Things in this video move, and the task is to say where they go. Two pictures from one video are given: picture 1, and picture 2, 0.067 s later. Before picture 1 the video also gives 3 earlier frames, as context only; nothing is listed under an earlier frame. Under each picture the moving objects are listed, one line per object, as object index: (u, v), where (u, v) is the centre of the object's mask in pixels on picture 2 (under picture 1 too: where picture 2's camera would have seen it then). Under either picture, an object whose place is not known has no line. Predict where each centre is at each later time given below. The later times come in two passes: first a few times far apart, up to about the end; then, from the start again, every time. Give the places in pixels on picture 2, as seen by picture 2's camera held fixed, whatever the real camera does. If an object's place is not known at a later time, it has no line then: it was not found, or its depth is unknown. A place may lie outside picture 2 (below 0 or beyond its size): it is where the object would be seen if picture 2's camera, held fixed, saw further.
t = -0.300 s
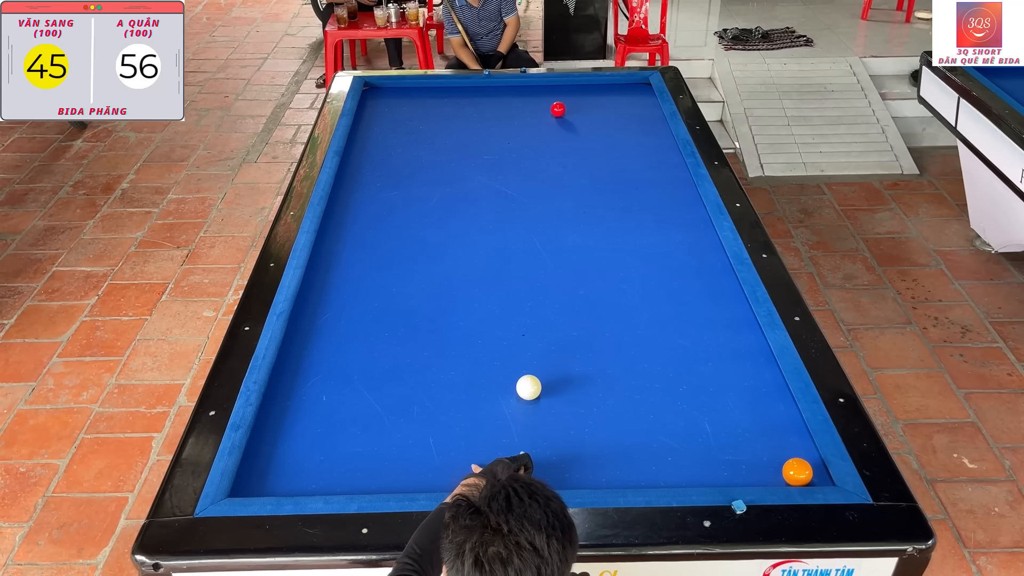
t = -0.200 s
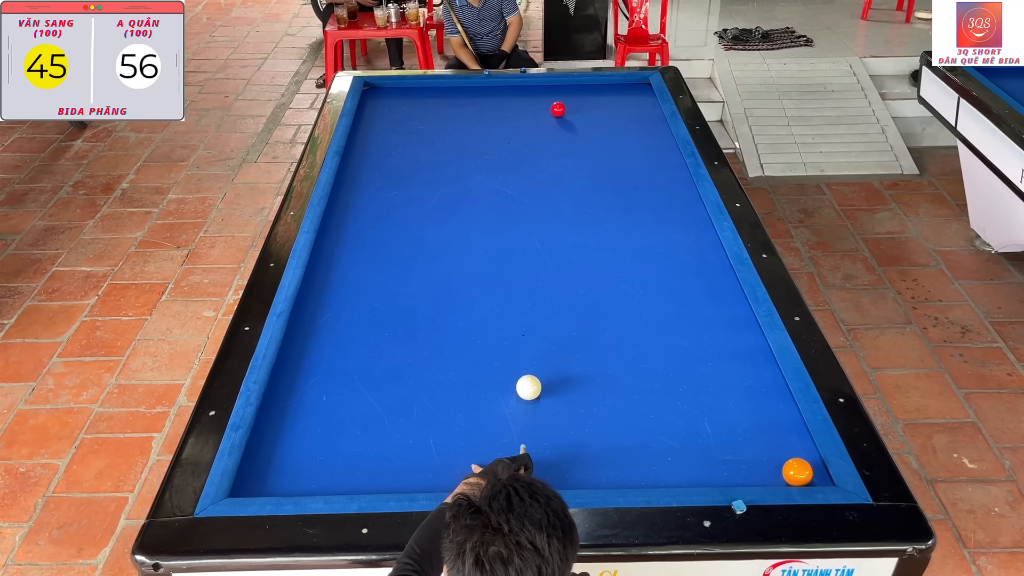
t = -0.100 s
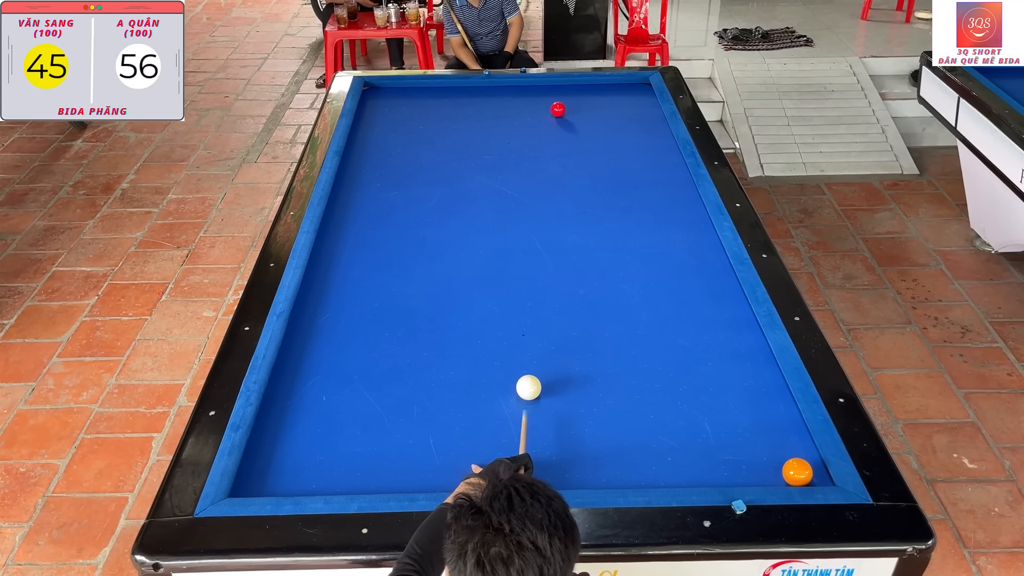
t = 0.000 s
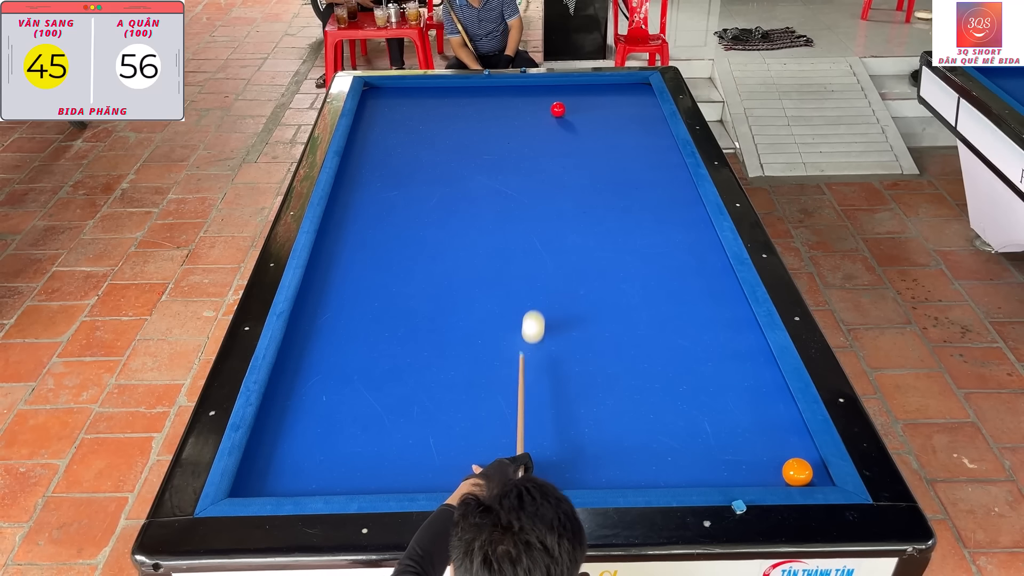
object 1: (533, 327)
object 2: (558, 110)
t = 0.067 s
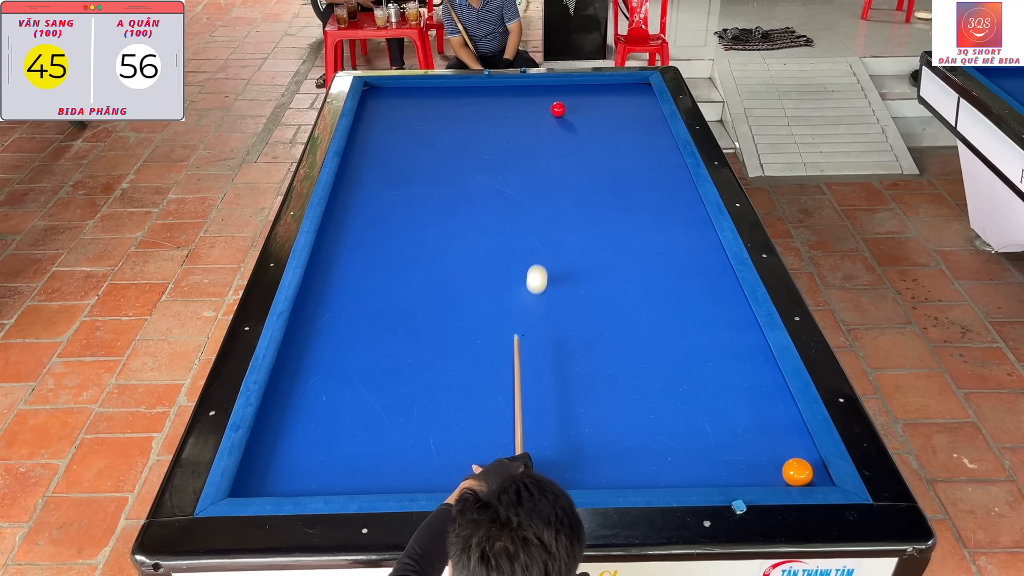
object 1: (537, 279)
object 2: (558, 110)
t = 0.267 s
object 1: (544, 176)
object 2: (558, 110)
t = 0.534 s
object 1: (520, 103)
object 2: (586, 96)
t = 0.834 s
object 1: (435, 99)
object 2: (640, 97)
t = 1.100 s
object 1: (362, 125)
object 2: (614, 117)
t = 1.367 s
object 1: (397, 147)
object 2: (589, 137)
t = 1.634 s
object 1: (432, 170)
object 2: (563, 159)
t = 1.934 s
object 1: (476, 199)
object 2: (530, 185)
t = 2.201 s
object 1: (520, 227)
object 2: (497, 211)
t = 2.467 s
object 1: (568, 258)
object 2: (462, 239)
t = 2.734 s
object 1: (622, 292)
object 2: (423, 269)
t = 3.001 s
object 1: (683, 331)
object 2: (380, 303)
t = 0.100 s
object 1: (538, 258)
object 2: (558, 110)
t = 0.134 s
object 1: (540, 239)
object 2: (558, 110)
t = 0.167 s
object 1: (541, 222)
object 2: (558, 110)
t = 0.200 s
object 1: (542, 205)
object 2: (558, 110)
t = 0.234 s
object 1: (543, 190)
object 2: (558, 110)
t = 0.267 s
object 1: (544, 176)
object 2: (558, 110)
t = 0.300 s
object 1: (545, 163)
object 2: (558, 110)
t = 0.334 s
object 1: (546, 151)
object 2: (558, 110)
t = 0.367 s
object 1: (547, 140)
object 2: (558, 110)
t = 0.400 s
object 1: (547, 129)
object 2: (558, 110)
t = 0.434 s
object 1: (548, 119)
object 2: (558, 109)
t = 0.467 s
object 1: (542, 111)
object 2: (563, 107)
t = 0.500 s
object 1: (531, 107)
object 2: (575, 102)
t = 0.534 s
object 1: (520, 103)
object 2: (586, 96)
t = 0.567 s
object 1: (509, 99)
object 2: (597, 92)
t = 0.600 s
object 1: (499, 95)
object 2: (607, 87)
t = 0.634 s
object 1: (490, 91)
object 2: (617, 83)
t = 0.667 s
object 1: (480, 86)
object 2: (626, 82)
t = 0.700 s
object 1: (472, 84)
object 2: (633, 85)
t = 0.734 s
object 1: (463, 88)
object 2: (641, 88)
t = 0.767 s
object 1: (454, 91)
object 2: (647, 91)
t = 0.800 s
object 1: (444, 95)
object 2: (643, 94)
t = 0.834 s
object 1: (435, 99)
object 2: (640, 97)
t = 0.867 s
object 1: (426, 102)
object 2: (636, 100)
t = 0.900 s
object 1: (417, 106)
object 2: (632, 102)
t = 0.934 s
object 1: (407, 109)
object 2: (629, 105)
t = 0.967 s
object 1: (398, 113)
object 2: (626, 107)
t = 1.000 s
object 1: (389, 116)
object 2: (623, 110)
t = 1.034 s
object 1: (380, 119)
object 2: (620, 112)
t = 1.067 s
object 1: (370, 122)
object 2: (617, 114)
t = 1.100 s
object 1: (362, 125)
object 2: (614, 117)
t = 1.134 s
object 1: (361, 128)
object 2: (611, 119)
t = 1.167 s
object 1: (367, 130)
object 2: (608, 122)
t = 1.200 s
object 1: (372, 133)
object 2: (605, 124)
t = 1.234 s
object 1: (378, 136)
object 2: (602, 127)
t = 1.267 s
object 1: (383, 139)
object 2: (599, 129)
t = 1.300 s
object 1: (388, 141)
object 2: (596, 132)
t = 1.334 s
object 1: (392, 144)
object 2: (593, 134)
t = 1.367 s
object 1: (397, 147)
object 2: (589, 137)
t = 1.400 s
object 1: (401, 150)
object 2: (586, 140)
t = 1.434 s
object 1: (405, 153)
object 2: (583, 142)
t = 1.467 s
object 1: (410, 155)
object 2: (580, 145)
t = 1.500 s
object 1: (414, 158)
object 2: (576, 147)
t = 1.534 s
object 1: (419, 161)
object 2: (573, 150)
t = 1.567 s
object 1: (423, 164)
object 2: (569, 153)
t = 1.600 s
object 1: (428, 167)
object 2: (566, 156)
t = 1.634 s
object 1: (432, 170)
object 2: (563, 159)
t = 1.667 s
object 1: (437, 173)
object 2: (559, 161)
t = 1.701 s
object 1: (442, 176)
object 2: (556, 164)
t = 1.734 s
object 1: (447, 179)
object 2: (552, 167)
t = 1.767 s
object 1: (451, 182)
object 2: (548, 170)
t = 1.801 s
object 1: (456, 186)
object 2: (545, 173)
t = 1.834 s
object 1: (461, 189)
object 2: (541, 176)
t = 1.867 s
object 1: (466, 192)
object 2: (537, 179)
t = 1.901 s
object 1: (471, 195)
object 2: (533, 182)
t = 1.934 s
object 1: (476, 199)
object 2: (530, 185)
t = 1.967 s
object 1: (482, 202)
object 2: (526, 188)
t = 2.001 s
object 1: (487, 205)
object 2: (522, 191)
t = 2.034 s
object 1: (492, 209)
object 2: (518, 195)
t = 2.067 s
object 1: (498, 212)
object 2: (514, 198)
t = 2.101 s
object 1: (503, 216)
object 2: (510, 200)
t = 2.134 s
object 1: (509, 219)
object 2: (506, 203)
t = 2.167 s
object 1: (514, 223)
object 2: (502, 207)
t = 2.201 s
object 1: (520, 227)
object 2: (497, 211)
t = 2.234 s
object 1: (526, 230)
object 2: (493, 214)
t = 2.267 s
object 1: (532, 234)
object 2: (489, 218)
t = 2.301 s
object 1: (537, 238)
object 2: (485, 221)
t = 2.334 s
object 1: (543, 242)
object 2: (480, 224)
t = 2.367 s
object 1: (549, 246)
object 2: (476, 228)
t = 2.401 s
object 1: (555, 249)
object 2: (471, 232)
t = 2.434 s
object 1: (562, 254)
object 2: (467, 235)
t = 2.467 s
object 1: (568, 258)
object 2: (462, 239)
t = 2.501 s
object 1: (574, 262)
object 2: (458, 242)
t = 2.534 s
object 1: (581, 266)
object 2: (453, 246)
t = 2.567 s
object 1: (587, 270)
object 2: (448, 250)
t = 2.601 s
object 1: (594, 274)
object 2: (443, 254)
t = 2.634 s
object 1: (601, 279)
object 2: (438, 257)
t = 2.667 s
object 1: (608, 283)
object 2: (433, 261)
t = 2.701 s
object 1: (615, 288)
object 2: (428, 265)
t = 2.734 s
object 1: (622, 292)
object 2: (423, 269)
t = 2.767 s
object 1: (629, 297)
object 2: (418, 274)
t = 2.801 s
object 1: (636, 302)
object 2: (413, 278)
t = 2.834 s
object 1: (644, 306)
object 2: (407, 282)
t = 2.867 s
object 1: (651, 311)
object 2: (402, 286)
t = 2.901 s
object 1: (659, 316)
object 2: (396, 290)
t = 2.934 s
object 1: (667, 321)
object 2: (391, 295)
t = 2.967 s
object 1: (675, 326)
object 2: (386, 299)
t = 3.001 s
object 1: (683, 331)
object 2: (380, 303)
